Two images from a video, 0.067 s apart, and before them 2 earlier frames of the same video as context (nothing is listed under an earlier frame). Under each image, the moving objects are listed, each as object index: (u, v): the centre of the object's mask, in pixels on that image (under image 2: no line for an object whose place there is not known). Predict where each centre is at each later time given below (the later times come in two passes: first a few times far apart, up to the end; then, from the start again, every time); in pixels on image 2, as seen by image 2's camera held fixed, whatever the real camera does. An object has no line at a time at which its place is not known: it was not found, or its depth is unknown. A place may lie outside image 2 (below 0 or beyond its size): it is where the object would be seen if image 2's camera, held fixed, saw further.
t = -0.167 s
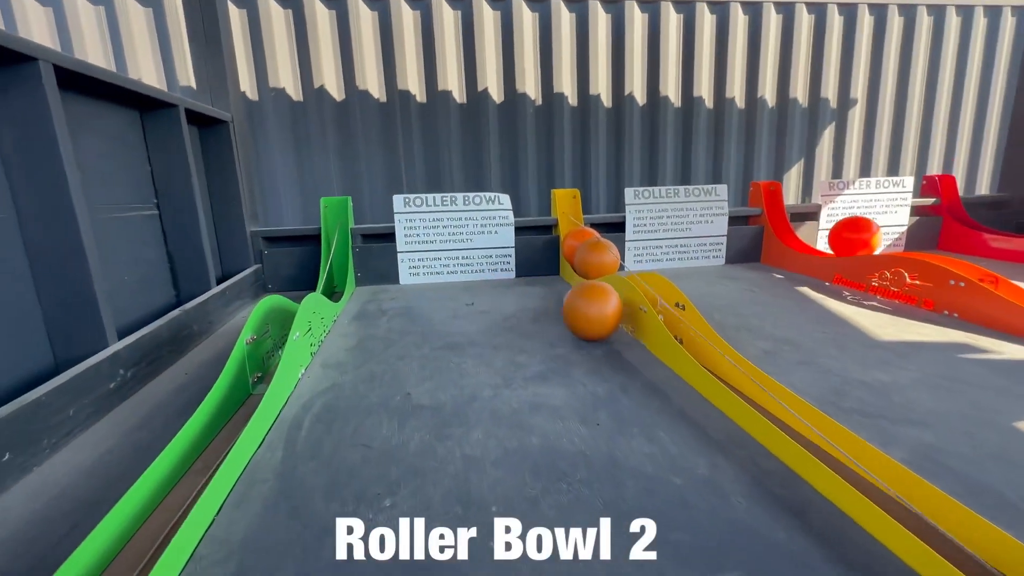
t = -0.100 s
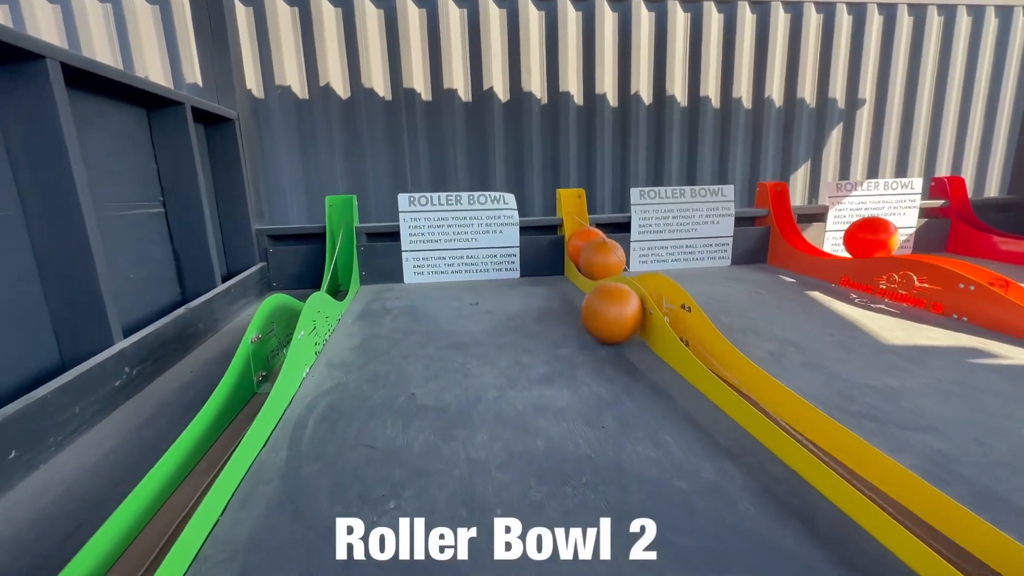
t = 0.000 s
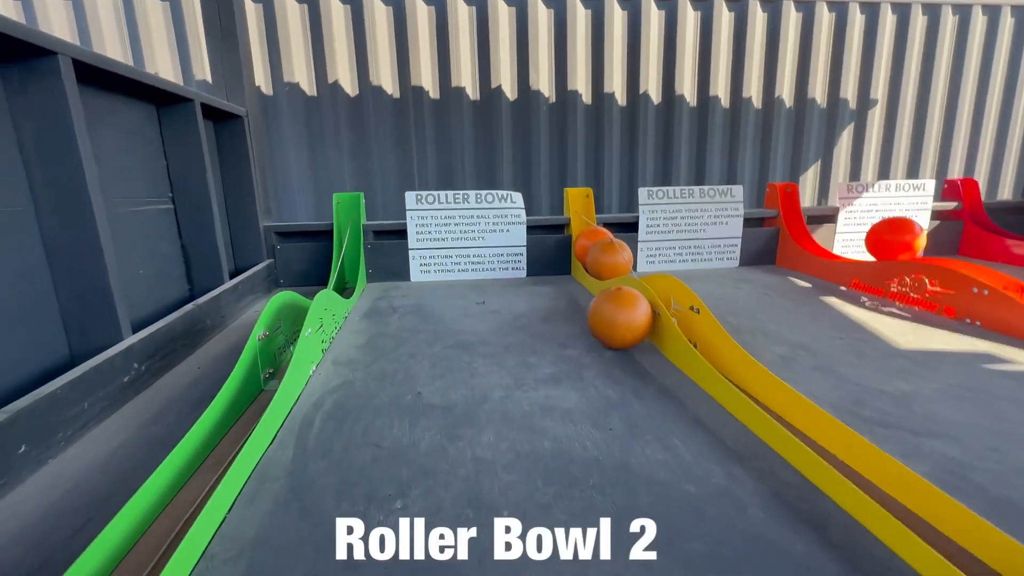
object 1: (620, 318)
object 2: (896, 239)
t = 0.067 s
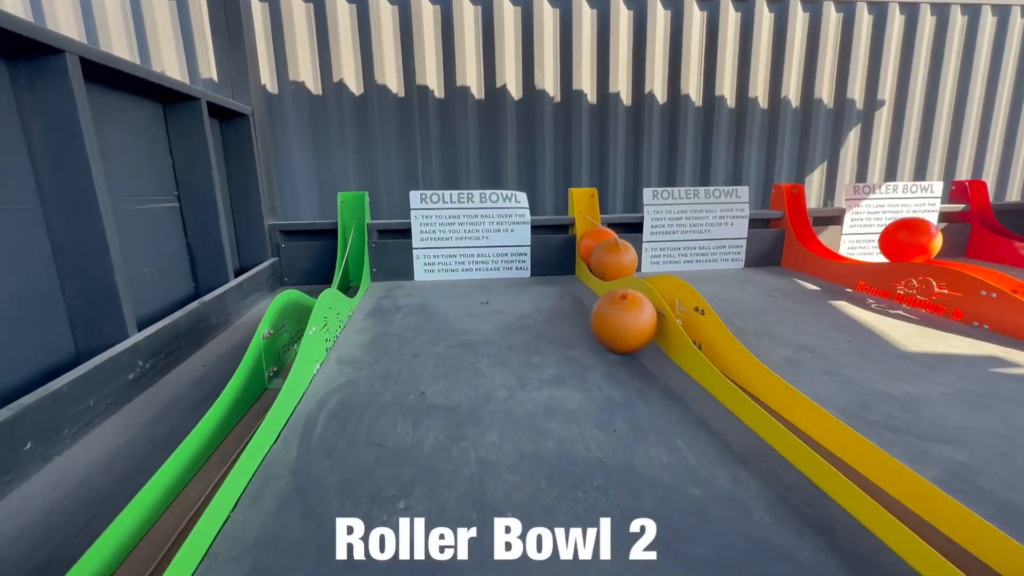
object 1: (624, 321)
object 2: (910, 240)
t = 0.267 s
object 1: (624, 331)
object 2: (930, 241)
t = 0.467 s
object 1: (627, 344)
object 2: (944, 242)
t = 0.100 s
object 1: (624, 322)
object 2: (914, 240)
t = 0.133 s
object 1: (624, 324)
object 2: (918, 240)
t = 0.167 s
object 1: (624, 325)
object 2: (921, 240)
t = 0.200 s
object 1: (624, 327)
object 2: (924, 241)
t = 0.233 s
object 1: (624, 329)
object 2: (927, 241)
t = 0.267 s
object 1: (624, 331)
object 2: (930, 241)
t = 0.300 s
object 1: (624, 332)
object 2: (933, 241)
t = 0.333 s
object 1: (625, 334)
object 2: (935, 241)
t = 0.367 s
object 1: (625, 336)
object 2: (938, 241)
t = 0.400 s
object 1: (626, 339)
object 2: (941, 241)
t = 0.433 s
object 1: (627, 341)
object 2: (943, 242)
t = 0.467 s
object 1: (627, 344)
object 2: (944, 242)
